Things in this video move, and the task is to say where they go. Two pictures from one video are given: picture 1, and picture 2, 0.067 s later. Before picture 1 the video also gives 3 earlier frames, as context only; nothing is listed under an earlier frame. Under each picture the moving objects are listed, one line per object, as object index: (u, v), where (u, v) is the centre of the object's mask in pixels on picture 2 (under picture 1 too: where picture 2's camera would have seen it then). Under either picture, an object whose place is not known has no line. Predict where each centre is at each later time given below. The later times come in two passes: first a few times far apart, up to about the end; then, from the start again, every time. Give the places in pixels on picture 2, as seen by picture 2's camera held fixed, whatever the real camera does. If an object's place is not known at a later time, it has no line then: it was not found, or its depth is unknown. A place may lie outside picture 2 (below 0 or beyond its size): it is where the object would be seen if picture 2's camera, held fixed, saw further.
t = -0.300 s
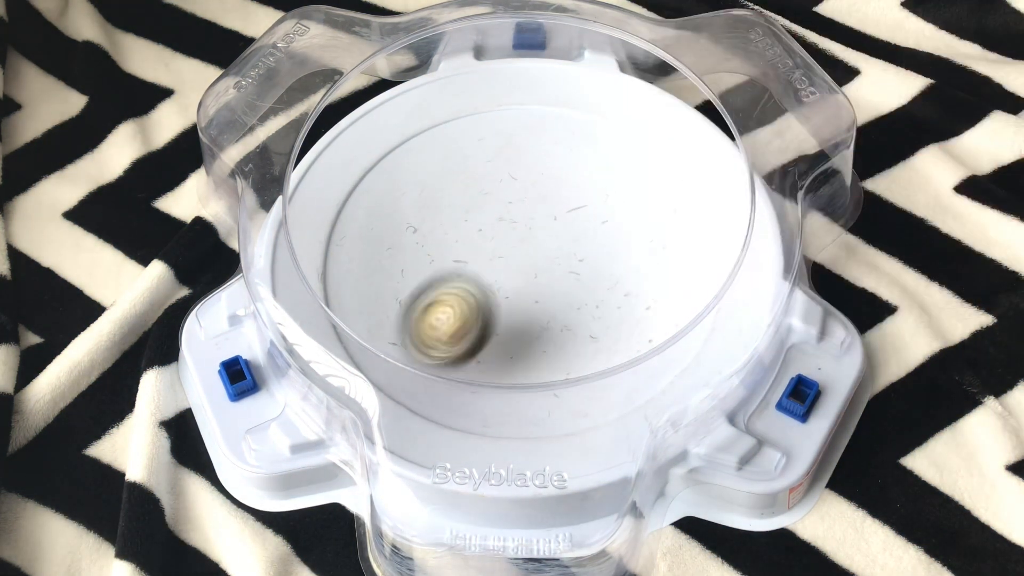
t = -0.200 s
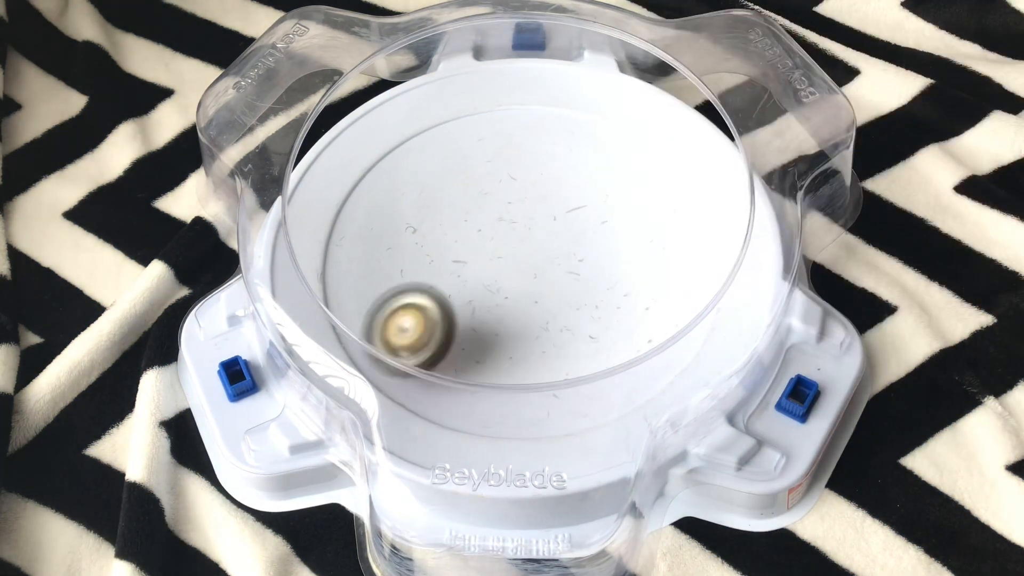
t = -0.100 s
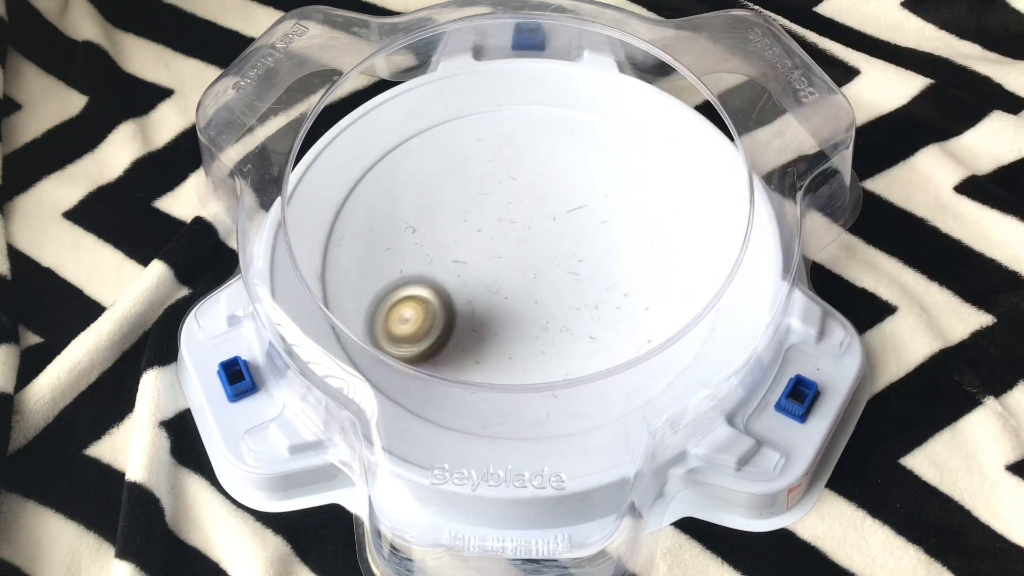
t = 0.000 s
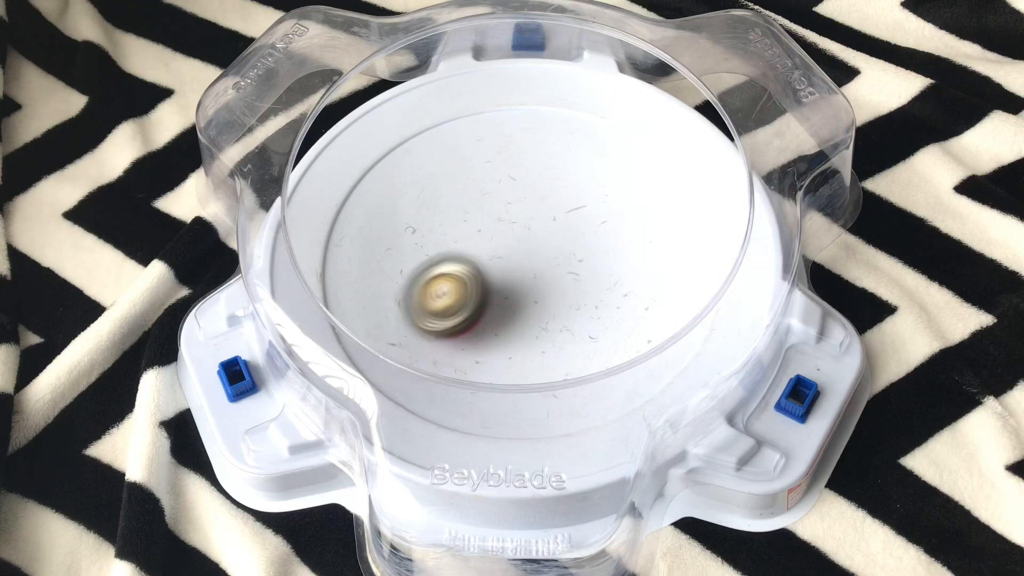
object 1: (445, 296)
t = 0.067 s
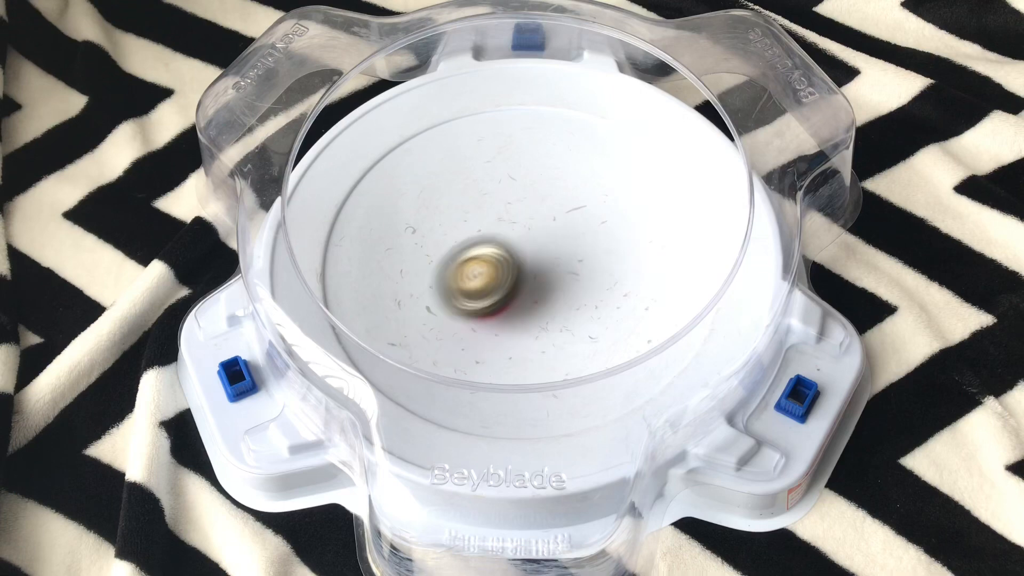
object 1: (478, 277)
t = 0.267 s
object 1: (579, 244)
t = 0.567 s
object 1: (589, 295)
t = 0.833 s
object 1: (558, 329)
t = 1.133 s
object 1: (547, 305)
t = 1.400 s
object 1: (498, 299)
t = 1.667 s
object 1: (470, 322)
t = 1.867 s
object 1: (487, 314)
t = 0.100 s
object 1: (497, 269)
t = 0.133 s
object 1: (515, 262)
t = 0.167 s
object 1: (533, 255)
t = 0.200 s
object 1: (550, 250)
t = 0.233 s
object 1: (566, 246)
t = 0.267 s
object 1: (579, 244)
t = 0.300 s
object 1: (589, 244)
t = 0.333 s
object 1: (597, 246)
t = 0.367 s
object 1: (602, 250)
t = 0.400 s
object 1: (604, 257)
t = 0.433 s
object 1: (603, 264)
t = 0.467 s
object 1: (601, 271)
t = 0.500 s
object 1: (598, 279)
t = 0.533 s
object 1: (594, 286)
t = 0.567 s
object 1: (589, 295)
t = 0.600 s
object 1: (584, 302)
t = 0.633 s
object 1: (579, 310)
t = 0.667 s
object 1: (574, 317)
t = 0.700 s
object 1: (570, 322)
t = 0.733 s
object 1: (566, 326)
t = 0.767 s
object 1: (562, 329)
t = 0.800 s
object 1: (560, 329)
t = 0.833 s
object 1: (558, 329)
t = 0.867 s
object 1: (557, 328)
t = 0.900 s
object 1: (556, 326)
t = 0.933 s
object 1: (555, 323)
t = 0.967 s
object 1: (554, 321)
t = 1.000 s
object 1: (554, 317)
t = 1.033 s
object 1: (553, 314)
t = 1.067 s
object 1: (551, 310)
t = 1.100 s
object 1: (550, 308)
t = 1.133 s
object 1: (547, 305)
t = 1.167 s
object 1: (544, 302)
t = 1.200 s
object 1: (540, 300)
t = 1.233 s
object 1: (535, 298)
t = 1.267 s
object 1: (529, 297)
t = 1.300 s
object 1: (522, 297)
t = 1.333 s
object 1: (515, 297)
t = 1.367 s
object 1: (506, 298)
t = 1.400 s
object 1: (498, 299)
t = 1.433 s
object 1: (489, 301)
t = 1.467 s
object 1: (483, 303)
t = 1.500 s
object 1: (477, 306)
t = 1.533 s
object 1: (473, 309)
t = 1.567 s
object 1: (470, 312)
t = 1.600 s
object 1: (469, 316)
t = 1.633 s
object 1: (469, 319)
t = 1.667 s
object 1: (470, 322)
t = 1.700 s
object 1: (472, 325)
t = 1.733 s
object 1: (474, 326)
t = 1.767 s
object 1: (478, 326)
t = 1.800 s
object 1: (482, 324)
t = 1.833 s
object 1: (485, 320)
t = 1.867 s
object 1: (487, 314)
